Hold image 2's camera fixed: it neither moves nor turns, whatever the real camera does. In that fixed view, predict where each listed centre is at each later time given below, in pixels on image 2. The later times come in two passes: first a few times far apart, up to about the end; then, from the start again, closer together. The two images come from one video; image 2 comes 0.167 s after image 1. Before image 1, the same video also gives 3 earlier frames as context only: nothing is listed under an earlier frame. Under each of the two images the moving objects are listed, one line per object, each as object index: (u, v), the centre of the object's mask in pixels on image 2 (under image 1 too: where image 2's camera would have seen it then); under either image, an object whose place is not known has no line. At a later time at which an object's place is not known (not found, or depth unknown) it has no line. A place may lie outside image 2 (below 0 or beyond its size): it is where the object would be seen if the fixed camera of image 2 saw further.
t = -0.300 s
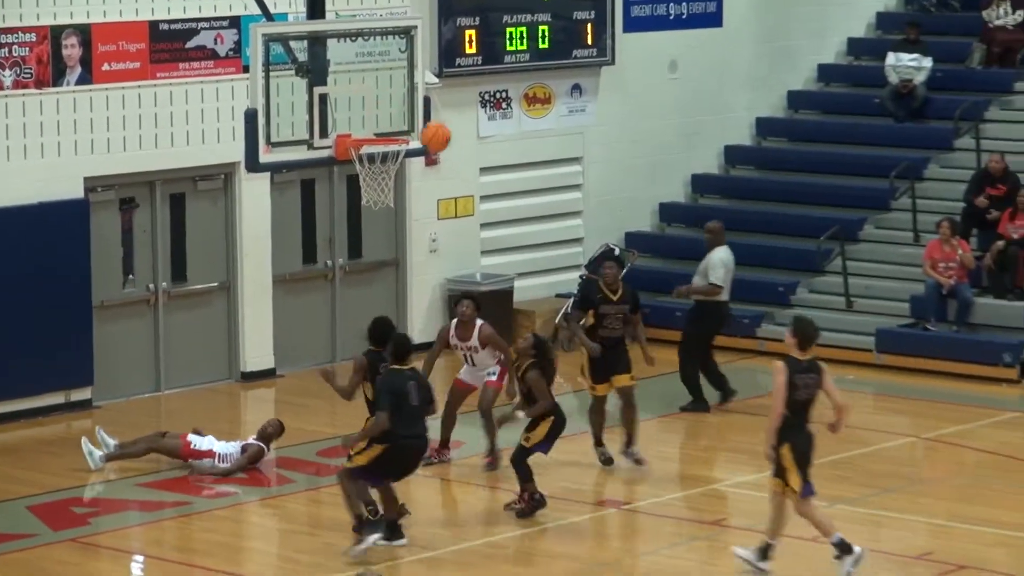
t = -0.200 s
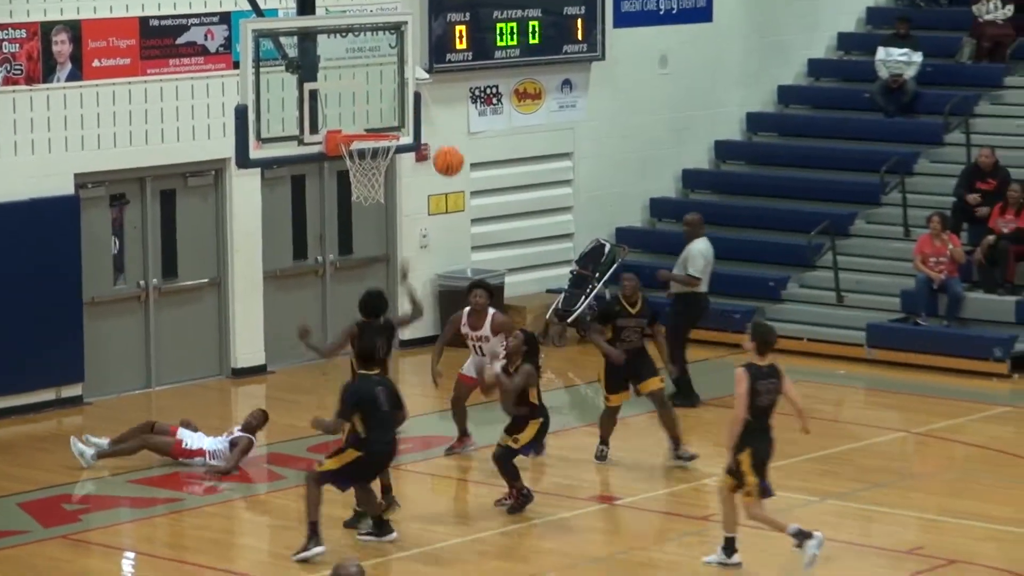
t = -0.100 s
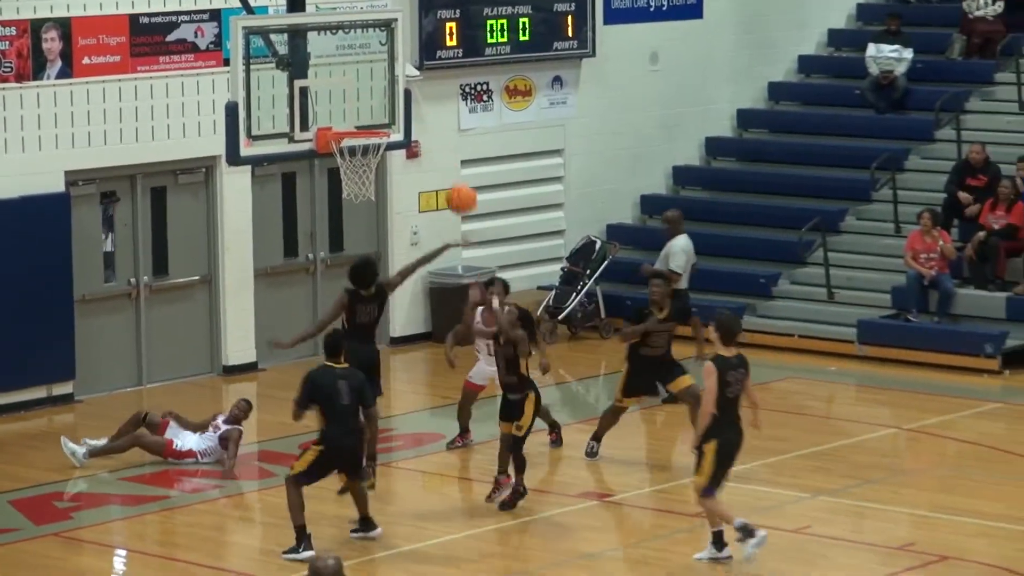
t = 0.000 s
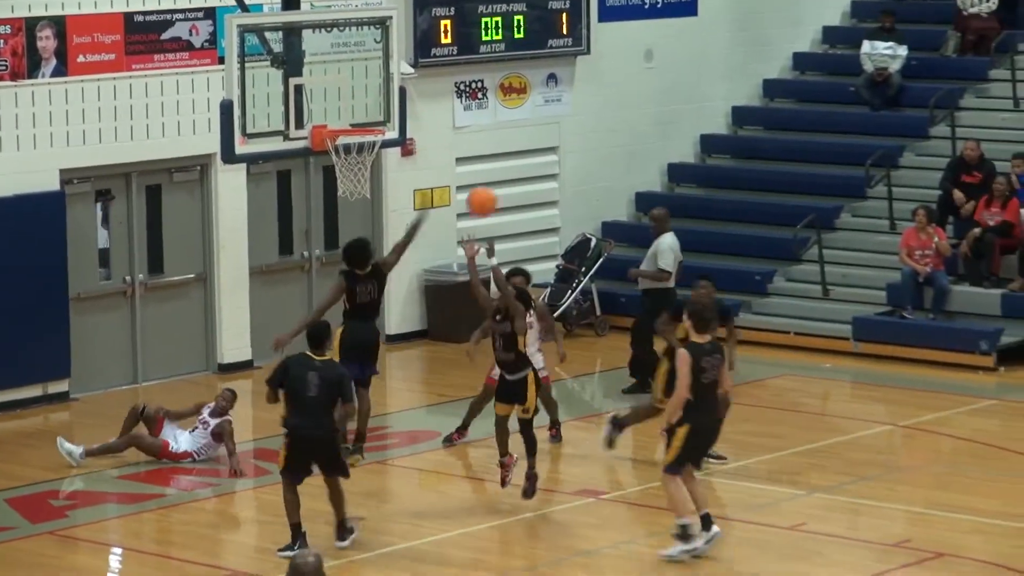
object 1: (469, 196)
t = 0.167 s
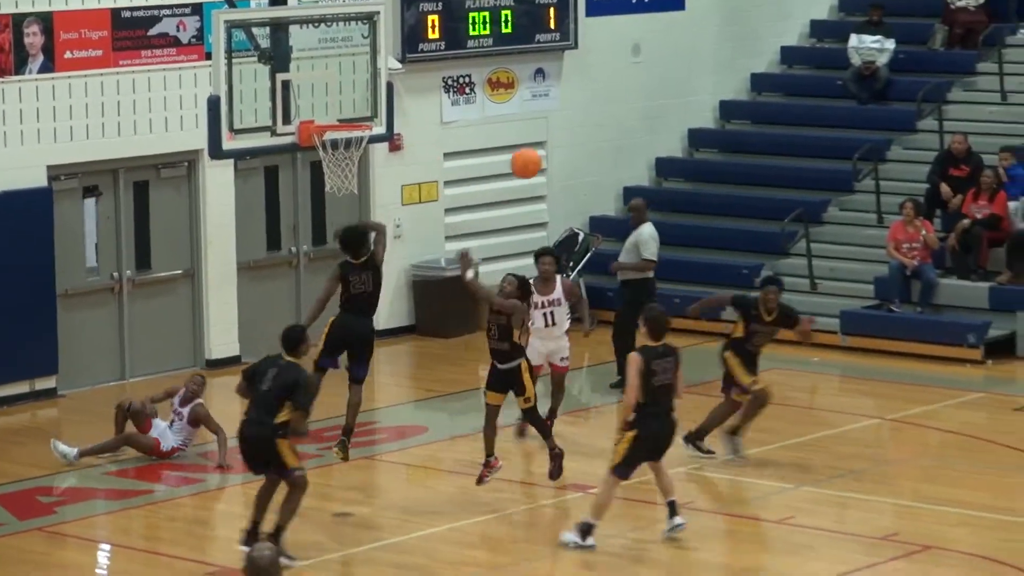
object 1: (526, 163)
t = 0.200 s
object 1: (537, 161)
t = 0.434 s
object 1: (615, 182)
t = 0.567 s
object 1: (660, 226)
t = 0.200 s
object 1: (537, 161)
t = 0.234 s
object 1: (548, 160)
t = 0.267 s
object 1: (559, 160)
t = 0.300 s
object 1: (571, 162)
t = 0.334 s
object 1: (582, 165)
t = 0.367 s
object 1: (593, 169)
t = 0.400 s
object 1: (604, 175)
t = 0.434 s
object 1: (615, 182)
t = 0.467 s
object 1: (627, 191)
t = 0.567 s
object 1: (660, 226)
